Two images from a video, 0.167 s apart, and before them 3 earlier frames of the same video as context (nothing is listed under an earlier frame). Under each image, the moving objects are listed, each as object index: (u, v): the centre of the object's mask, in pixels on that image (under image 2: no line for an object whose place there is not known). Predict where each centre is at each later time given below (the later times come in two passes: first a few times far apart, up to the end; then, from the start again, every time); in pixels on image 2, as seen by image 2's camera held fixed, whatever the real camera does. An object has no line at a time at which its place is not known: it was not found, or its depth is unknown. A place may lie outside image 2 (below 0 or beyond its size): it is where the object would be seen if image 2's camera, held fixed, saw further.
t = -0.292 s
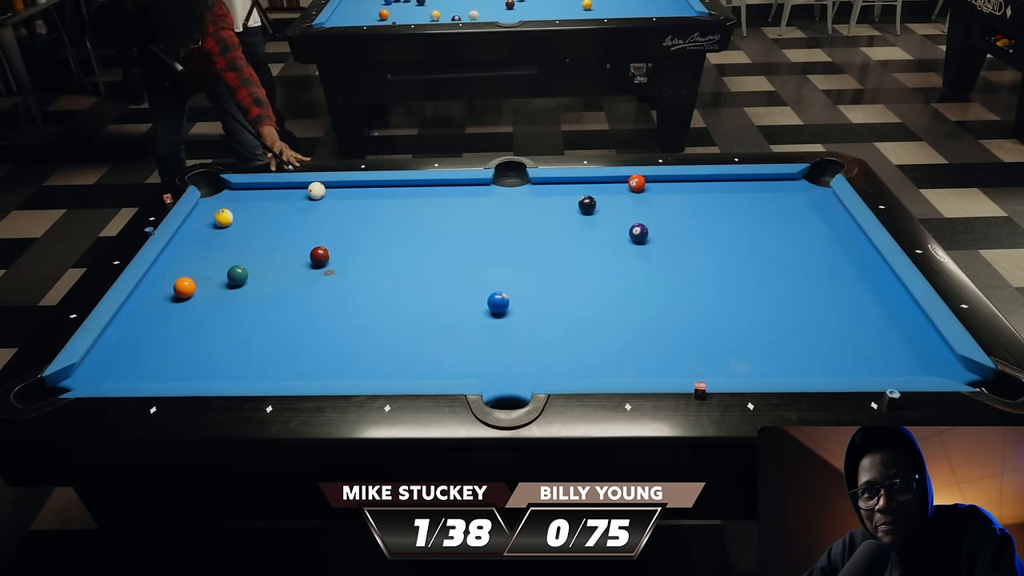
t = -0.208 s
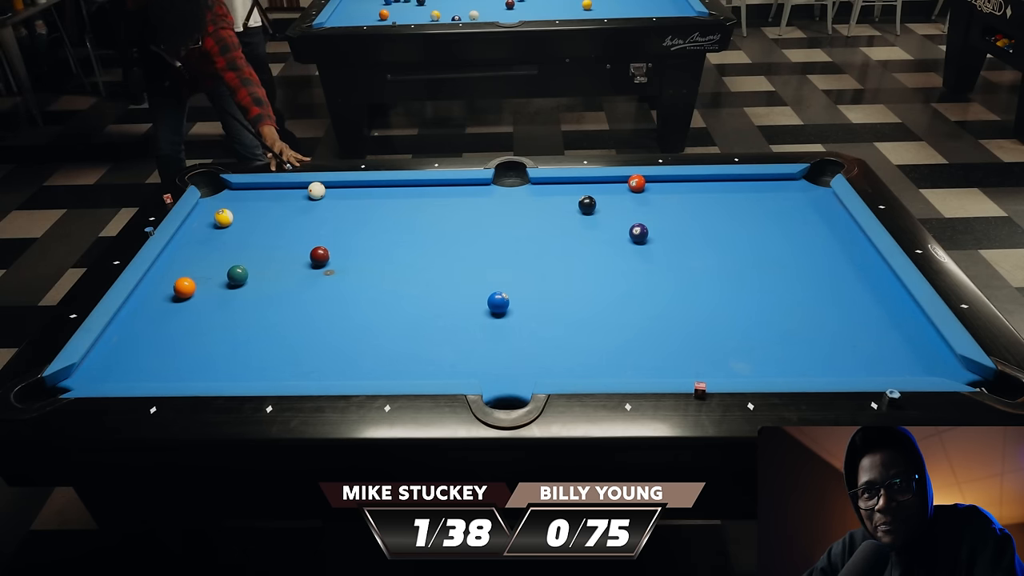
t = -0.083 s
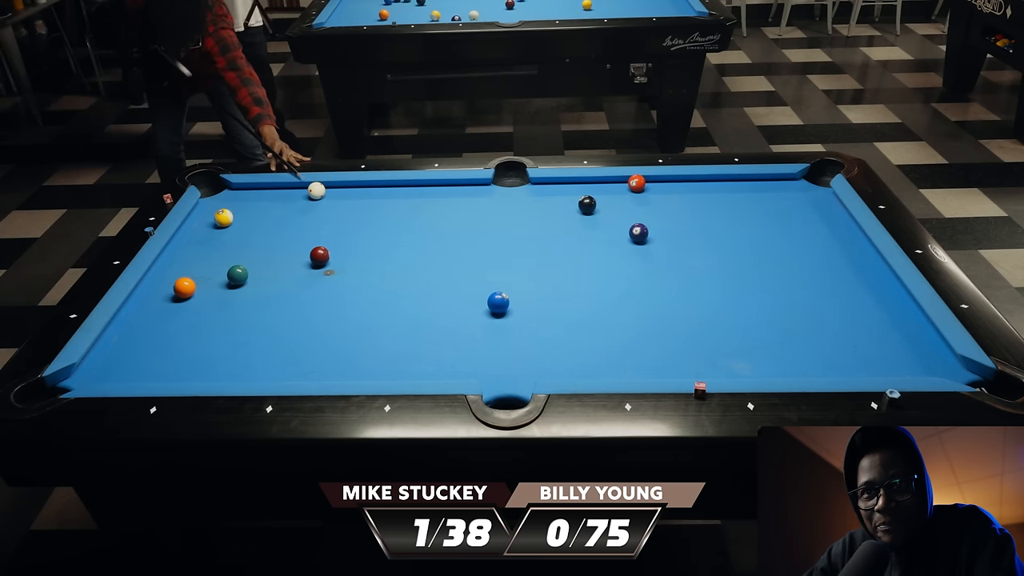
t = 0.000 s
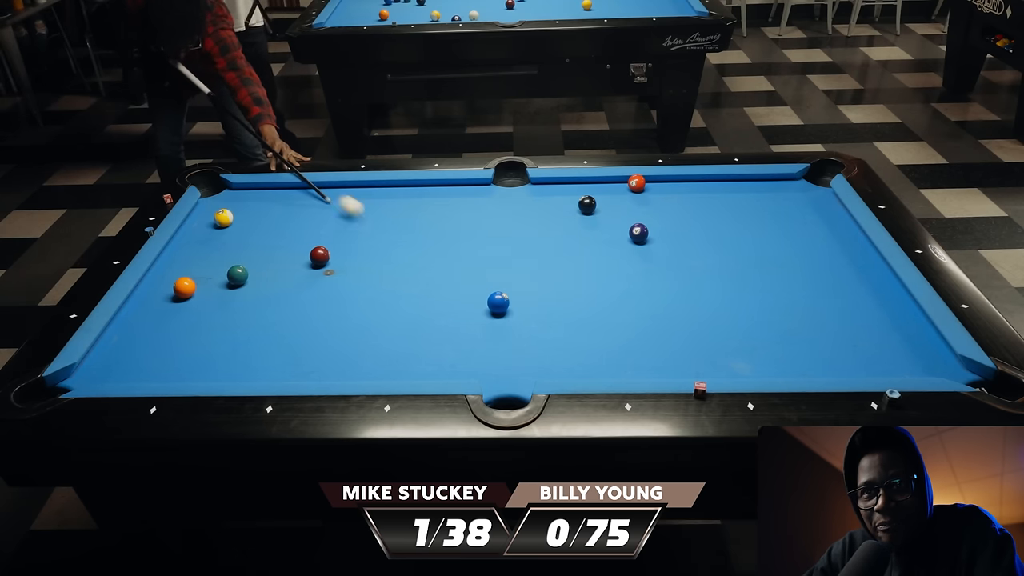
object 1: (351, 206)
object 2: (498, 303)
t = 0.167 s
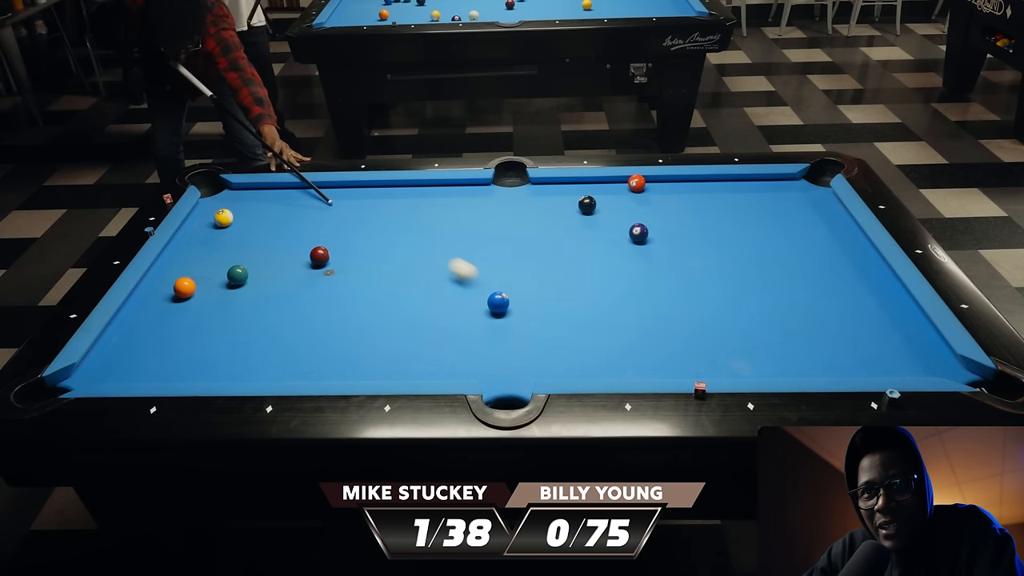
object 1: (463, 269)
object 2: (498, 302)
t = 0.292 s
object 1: (545, 287)
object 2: (507, 343)
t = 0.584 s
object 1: (703, 290)
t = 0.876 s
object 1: (862, 294)
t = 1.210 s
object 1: (816, 300)
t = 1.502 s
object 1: (726, 306)
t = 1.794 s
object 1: (639, 311)
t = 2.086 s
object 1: (554, 317)
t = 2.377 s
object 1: (471, 322)
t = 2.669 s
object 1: (392, 327)
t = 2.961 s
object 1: (315, 332)
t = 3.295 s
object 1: (229, 337)
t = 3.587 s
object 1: (158, 342)
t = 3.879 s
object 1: (110, 345)
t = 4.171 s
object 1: (149, 346)
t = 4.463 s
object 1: (184, 346)
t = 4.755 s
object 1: (217, 347)
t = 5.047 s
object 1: (247, 348)
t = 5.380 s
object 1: (278, 349)
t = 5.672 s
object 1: (302, 350)
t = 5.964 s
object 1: (323, 351)
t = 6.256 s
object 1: (341, 352)
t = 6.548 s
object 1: (357, 353)
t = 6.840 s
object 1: (370, 354)
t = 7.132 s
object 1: (380, 355)
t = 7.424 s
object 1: (387, 355)
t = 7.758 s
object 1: (392, 355)
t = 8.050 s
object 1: (393, 355)
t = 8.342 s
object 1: (393, 354)
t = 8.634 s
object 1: (393, 354)
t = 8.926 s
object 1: (393, 354)
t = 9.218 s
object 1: (393, 354)
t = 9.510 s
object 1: (393, 354)
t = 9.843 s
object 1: (393, 354)
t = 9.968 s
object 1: (393, 354)
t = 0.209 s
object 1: (493, 284)
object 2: (498, 303)
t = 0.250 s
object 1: (520, 288)
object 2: (502, 322)
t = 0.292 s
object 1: (545, 287)
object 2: (507, 343)
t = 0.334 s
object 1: (569, 287)
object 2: (513, 364)
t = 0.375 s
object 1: (591, 287)
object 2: (519, 385)
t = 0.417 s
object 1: (613, 288)
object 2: (514, 402)
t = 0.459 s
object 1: (636, 288)
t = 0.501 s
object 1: (658, 289)
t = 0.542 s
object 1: (680, 290)
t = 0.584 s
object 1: (703, 290)
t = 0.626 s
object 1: (726, 290)
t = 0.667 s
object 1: (748, 291)
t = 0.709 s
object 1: (771, 292)
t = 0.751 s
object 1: (793, 292)
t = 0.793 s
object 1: (816, 293)
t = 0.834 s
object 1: (839, 293)
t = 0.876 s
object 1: (862, 294)
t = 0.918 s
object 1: (884, 294)
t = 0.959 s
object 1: (898, 295)
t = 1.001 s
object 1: (882, 296)
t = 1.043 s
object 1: (868, 296)
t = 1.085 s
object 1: (854, 297)
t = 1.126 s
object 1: (841, 299)
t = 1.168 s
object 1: (828, 299)
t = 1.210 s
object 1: (816, 300)
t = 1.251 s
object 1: (803, 301)
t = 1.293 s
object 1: (790, 302)
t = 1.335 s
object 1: (777, 302)
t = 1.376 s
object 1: (764, 303)
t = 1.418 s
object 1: (751, 304)
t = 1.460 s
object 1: (738, 305)
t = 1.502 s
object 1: (726, 306)
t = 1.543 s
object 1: (714, 307)
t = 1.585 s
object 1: (701, 308)
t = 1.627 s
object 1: (688, 308)
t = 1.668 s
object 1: (676, 309)
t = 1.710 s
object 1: (663, 310)
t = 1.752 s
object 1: (651, 311)
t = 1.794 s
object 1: (639, 311)
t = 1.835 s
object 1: (626, 312)
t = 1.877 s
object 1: (614, 313)
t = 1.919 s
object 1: (602, 314)
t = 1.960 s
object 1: (590, 315)
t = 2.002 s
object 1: (578, 315)
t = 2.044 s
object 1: (566, 316)
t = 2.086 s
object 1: (554, 317)
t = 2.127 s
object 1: (542, 318)
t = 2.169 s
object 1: (530, 318)
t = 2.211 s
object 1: (518, 319)
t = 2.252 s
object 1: (507, 320)
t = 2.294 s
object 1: (495, 320)
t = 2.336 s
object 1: (483, 321)
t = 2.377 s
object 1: (471, 322)
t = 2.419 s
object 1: (460, 323)
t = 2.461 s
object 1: (448, 324)
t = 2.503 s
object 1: (437, 324)
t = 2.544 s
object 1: (426, 325)
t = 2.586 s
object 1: (414, 326)
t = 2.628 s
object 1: (403, 327)
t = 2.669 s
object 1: (392, 327)
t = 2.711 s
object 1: (380, 328)
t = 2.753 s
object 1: (369, 329)
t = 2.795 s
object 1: (358, 329)
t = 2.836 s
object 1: (347, 330)
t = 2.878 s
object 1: (337, 330)
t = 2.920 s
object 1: (325, 331)
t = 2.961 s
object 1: (315, 332)
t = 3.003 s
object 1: (304, 332)
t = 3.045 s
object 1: (293, 333)
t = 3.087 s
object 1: (282, 334)
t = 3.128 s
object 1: (271, 335)
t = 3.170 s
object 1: (261, 335)
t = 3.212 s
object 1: (250, 336)
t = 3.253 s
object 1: (240, 337)
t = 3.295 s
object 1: (229, 337)
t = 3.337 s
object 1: (219, 338)
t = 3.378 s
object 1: (209, 338)
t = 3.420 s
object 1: (199, 339)
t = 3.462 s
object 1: (188, 340)
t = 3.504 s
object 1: (178, 341)
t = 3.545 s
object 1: (168, 341)
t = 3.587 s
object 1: (158, 342)
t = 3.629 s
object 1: (148, 342)
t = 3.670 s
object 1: (138, 343)
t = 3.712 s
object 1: (128, 343)
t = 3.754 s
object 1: (118, 344)
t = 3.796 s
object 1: (109, 345)
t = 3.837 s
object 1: (104, 345)
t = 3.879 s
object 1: (110, 345)
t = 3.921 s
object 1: (116, 345)
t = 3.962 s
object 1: (122, 345)
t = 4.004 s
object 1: (127, 345)
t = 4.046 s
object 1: (133, 346)
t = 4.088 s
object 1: (138, 346)
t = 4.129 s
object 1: (143, 346)
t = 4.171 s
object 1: (149, 346)
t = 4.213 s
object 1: (154, 346)
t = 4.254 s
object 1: (159, 346)
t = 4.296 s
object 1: (165, 346)
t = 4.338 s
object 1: (170, 346)
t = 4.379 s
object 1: (174, 347)
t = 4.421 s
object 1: (179, 346)
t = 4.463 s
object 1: (184, 346)
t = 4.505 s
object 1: (189, 347)
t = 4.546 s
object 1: (194, 346)
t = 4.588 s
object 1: (199, 347)
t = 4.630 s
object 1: (203, 347)
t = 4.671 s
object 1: (208, 347)
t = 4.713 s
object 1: (213, 347)
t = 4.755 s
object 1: (217, 347)
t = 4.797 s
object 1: (222, 347)
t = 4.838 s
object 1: (226, 347)
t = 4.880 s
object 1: (230, 347)
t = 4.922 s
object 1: (235, 347)
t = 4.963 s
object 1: (239, 347)
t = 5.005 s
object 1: (243, 348)
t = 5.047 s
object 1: (247, 348)
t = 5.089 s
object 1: (251, 348)
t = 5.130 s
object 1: (255, 348)
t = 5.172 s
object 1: (259, 348)
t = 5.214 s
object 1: (263, 349)
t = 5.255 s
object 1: (267, 348)
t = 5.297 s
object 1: (270, 349)
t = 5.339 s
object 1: (274, 349)
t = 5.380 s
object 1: (278, 349)
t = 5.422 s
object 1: (282, 349)
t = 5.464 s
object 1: (285, 349)
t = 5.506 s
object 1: (288, 349)
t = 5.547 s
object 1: (292, 350)
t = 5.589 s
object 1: (296, 350)
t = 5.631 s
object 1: (299, 350)
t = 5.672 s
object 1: (302, 350)
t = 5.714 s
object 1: (305, 350)
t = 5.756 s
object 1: (308, 351)
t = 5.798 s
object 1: (312, 351)
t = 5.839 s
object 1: (315, 351)
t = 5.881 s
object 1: (317, 351)
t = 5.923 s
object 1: (320, 351)
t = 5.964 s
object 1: (323, 351)
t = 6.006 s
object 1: (326, 352)
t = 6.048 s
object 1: (329, 352)
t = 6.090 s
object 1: (331, 352)
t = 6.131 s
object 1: (334, 352)
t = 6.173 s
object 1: (337, 352)
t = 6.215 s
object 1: (339, 352)
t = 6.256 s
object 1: (341, 352)
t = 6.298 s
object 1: (344, 353)
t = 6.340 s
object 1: (346, 353)
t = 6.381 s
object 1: (348, 353)
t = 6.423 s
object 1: (351, 353)
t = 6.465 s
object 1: (353, 353)
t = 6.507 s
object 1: (355, 353)
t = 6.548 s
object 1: (357, 353)
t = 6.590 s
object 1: (359, 353)
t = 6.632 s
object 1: (361, 353)
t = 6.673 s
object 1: (363, 354)
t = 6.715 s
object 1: (365, 354)
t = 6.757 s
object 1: (366, 354)
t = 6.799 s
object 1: (368, 354)
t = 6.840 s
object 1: (370, 354)
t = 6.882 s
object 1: (371, 355)
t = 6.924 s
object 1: (373, 355)
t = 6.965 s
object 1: (374, 355)
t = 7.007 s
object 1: (376, 355)
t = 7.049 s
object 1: (377, 355)
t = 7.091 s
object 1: (378, 355)
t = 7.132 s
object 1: (380, 355)
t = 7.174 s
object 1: (381, 355)
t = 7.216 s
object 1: (382, 355)
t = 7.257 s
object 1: (383, 355)
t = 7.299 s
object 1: (384, 355)
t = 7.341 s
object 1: (385, 355)
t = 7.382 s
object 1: (386, 355)
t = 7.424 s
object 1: (387, 355)
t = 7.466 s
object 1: (388, 355)
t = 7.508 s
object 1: (389, 355)
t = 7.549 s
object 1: (389, 355)
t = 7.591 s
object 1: (390, 355)
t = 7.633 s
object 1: (391, 355)
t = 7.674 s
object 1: (391, 355)
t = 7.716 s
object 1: (392, 355)
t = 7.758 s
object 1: (392, 355)
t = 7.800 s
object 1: (392, 355)
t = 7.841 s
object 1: (393, 355)
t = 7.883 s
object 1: (393, 355)
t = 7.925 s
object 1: (393, 355)
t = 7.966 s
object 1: (393, 355)
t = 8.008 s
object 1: (393, 355)
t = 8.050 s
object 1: (393, 355)
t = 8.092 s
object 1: (393, 355)
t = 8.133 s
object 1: (393, 355)
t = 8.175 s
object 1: (393, 355)
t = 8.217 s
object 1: (393, 355)
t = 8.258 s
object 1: (393, 354)
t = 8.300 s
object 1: (393, 354)
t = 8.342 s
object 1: (393, 354)
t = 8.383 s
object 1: (393, 354)
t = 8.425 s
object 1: (393, 354)
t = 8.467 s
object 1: (393, 354)
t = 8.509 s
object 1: (393, 354)
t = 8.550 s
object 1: (393, 354)
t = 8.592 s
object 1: (393, 354)
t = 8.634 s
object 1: (393, 354)
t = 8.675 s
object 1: (393, 354)
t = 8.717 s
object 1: (393, 354)
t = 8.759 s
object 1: (393, 354)
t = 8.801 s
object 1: (393, 354)
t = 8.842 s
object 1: (393, 354)
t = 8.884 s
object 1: (393, 354)
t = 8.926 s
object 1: (393, 354)
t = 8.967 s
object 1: (393, 354)
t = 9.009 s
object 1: (393, 354)
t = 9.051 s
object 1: (393, 354)
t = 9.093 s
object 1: (393, 354)
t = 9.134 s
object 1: (393, 354)
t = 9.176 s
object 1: (393, 354)
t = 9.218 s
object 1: (393, 354)
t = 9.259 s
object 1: (393, 354)
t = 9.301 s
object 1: (393, 354)
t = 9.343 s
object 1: (393, 354)
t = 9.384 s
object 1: (393, 354)
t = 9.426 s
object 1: (393, 354)
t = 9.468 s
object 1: (393, 354)
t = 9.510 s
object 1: (393, 354)
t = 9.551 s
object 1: (393, 354)
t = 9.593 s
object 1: (393, 354)
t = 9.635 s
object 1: (393, 354)
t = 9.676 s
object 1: (393, 354)
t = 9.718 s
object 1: (393, 354)
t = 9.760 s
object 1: (393, 354)
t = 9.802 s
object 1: (393, 354)
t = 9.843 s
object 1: (393, 354)
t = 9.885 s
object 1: (393, 354)
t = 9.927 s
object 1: (393, 354)
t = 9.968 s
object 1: (393, 354)
